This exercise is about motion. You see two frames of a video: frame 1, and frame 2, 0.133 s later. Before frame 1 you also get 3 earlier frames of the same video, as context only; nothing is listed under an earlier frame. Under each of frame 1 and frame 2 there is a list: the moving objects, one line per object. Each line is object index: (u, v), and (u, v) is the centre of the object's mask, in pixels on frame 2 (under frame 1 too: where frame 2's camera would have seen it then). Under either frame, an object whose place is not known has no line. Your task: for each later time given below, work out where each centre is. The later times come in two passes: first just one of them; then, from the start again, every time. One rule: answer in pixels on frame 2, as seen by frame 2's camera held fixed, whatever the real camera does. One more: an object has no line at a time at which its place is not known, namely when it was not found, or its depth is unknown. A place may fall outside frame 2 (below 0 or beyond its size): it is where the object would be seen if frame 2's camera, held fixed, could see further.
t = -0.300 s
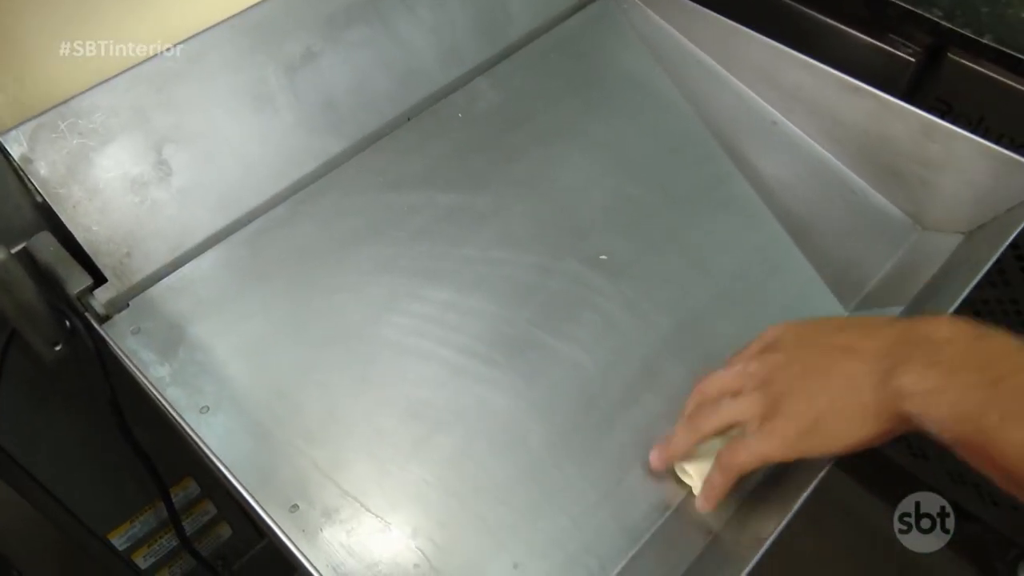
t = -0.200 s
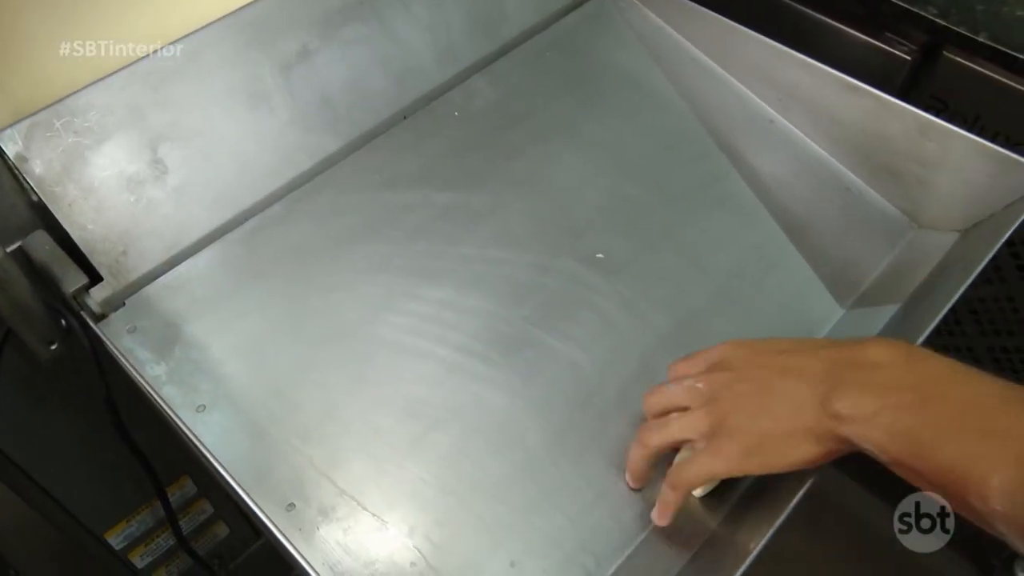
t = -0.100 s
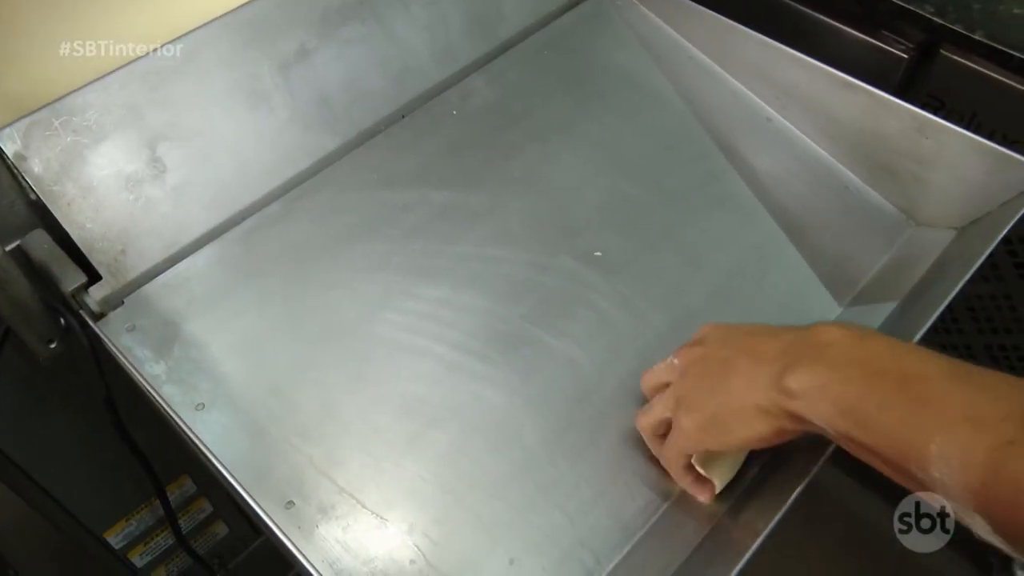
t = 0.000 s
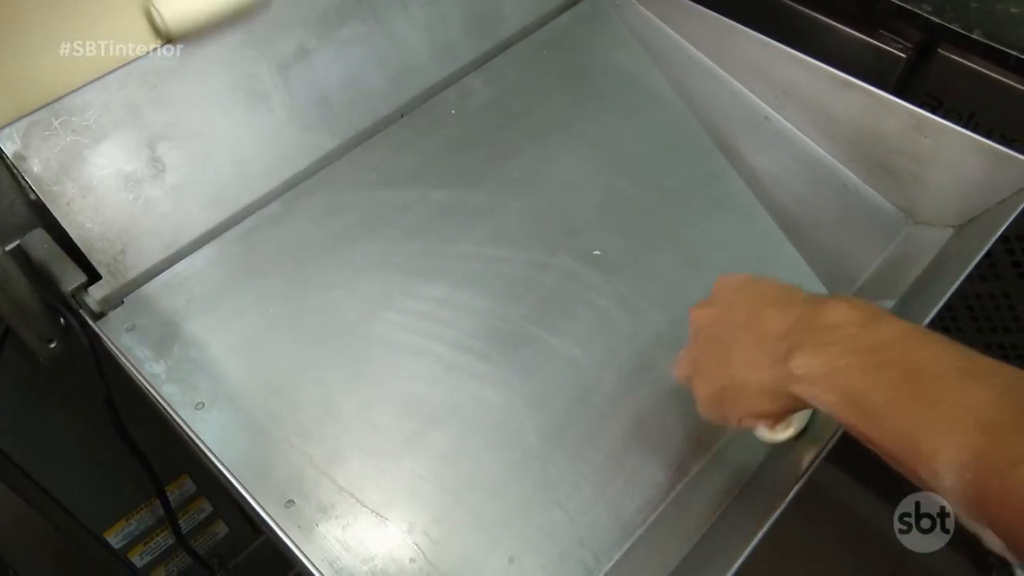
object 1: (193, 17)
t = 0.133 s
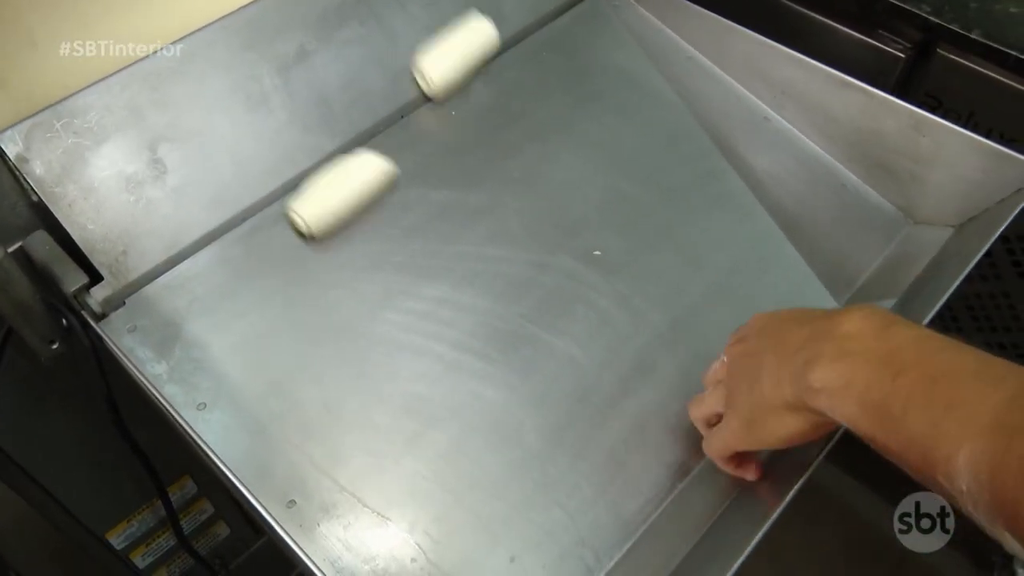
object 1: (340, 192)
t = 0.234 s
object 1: (439, 300)
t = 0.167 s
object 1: (372, 228)
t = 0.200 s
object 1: (406, 261)
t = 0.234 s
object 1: (439, 300)
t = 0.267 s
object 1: (471, 338)
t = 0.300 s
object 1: (509, 375)
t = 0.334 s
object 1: (545, 412)
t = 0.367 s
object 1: (582, 452)
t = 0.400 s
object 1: (623, 492)
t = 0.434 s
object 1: (660, 521)
